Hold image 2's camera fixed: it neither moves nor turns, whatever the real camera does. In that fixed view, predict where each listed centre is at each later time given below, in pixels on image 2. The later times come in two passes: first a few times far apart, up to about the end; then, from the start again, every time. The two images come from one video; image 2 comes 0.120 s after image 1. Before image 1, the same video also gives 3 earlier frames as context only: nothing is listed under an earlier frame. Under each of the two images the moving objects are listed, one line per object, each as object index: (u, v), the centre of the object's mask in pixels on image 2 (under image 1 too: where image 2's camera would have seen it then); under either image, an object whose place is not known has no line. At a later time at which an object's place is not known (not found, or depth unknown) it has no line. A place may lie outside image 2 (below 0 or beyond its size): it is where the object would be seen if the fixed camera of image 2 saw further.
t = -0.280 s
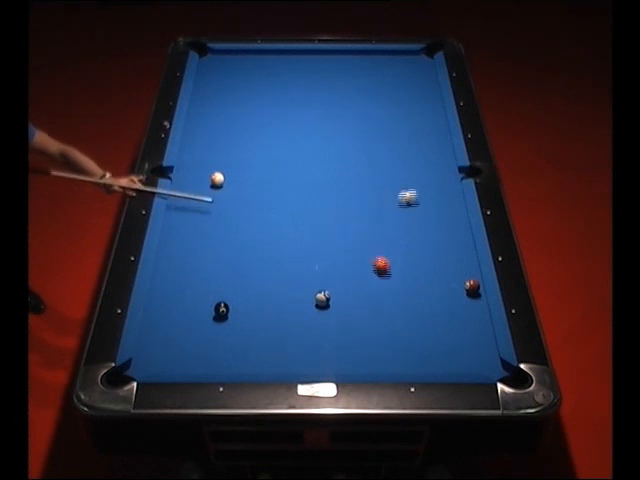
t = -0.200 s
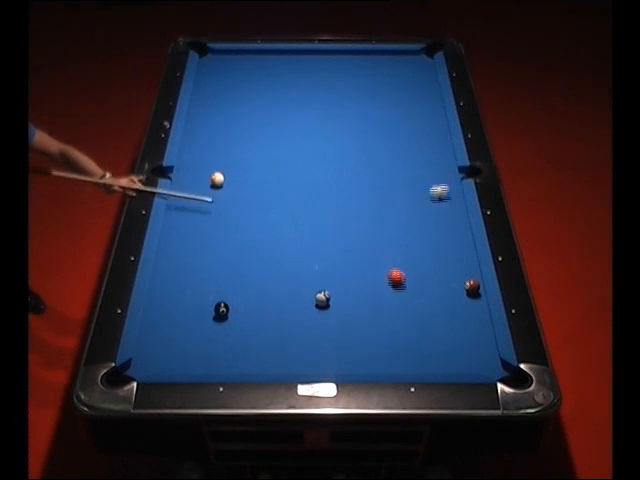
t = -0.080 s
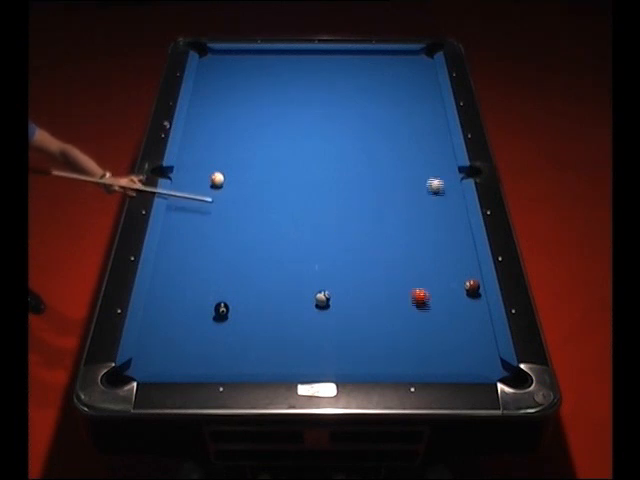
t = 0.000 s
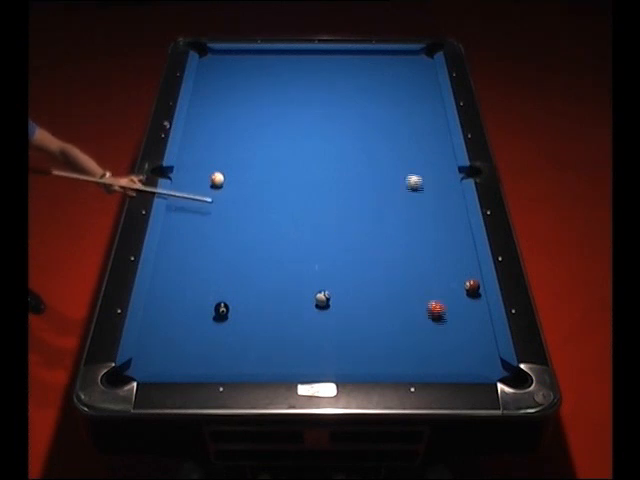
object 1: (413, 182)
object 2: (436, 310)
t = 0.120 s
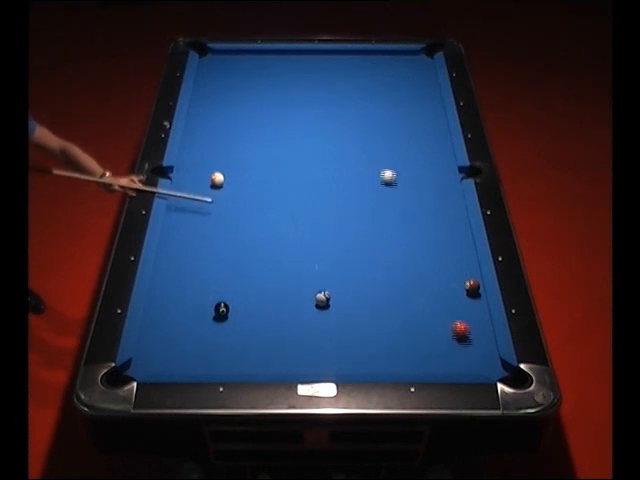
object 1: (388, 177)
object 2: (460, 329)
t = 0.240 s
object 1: (364, 172)
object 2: (486, 350)
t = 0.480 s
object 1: (317, 163)
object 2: (487, 363)
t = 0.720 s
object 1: (274, 153)
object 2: (488, 353)
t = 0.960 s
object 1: (232, 145)
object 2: (480, 345)
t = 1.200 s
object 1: (192, 137)
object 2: (474, 339)
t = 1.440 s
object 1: (206, 133)
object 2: (469, 333)
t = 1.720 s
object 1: (228, 129)
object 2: (464, 327)
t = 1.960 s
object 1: (246, 127)
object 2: (460, 324)
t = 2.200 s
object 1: (262, 124)
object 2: (458, 321)
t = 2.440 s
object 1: (278, 122)
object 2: (456, 318)
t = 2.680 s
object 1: (293, 119)
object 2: (455, 316)
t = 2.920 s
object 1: (306, 117)
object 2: (454, 316)
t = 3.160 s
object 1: (319, 116)
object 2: (455, 316)
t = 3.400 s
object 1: (330, 114)
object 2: (455, 316)
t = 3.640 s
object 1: (340, 112)
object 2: (455, 316)
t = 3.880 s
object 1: (349, 110)
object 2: (455, 316)
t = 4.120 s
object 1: (357, 109)
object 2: (455, 316)
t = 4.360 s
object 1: (365, 108)
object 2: (455, 316)
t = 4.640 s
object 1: (372, 106)
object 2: (455, 316)
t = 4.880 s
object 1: (378, 105)
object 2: (455, 316)
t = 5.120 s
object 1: (382, 105)
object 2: (455, 316)
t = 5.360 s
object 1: (386, 104)
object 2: (455, 316)
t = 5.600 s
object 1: (389, 103)
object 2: (454, 316)
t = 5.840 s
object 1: (391, 103)
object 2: (454, 316)
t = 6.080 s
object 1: (393, 102)
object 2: (454, 316)
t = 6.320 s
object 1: (393, 102)
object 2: (454, 316)
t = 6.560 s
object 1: (393, 102)
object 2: (454, 316)
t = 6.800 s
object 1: (393, 102)
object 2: (454, 316)
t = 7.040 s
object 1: (393, 102)
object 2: (454, 316)
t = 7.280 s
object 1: (393, 102)
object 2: (454, 316)
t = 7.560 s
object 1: (393, 102)
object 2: (454, 316)
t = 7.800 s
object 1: (393, 102)
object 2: (454, 316)
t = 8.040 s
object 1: (393, 102)
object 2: (454, 316)
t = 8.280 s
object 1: (393, 102)
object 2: (454, 316)
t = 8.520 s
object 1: (393, 102)
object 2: (454, 316)
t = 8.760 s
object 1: (393, 102)
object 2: (454, 316)
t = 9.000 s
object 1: (393, 102)
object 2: (454, 316)
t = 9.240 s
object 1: (393, 102)
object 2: (454, 316)
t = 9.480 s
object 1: (393, 102)
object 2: (454, 316)
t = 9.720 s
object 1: (393, 102)
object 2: (454, 316)
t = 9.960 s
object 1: (393, 102)
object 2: (454, 316)
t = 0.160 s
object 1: (379, 176)
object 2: (469, 336)
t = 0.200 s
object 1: (371, 174)
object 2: (478, 344)
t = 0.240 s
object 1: (364, 172)
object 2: (486, 350)
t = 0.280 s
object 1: (356, 170)
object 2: (490, 358)
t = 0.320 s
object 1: (348, 169)
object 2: (487, 363)
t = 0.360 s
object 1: (340, 167)
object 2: (485, 367)
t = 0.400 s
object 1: (332, 165)
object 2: (484, 366)
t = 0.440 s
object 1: (325, 164)
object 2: (486, 364)
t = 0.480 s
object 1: (317, 163)
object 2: (487, 363)
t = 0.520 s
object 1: (310, 161)
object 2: (488, 361)
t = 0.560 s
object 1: (303, 160)
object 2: (490, 360)
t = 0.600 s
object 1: (295, 158)
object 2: (491, 357)
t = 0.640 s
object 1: (288, 156)
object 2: (490, 355)
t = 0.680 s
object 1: (280, 155)
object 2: (489, 353)
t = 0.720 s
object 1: (274, 153)
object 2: (488, 353)
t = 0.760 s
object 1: (267, 152)
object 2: (487, 351)
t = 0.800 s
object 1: (260, 151)
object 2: (486, 350)
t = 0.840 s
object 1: (252, 149)
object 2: (484, 348)
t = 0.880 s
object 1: (245, 148)
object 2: (483, 347)
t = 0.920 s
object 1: (239, 146)
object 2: (482, 346)
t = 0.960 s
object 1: (232, 145)
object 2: (480, 345)
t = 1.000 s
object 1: (225, 143)
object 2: (479, 344)
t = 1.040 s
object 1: (218, 142)
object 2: (478, 342)
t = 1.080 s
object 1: (212, 141)
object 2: (478, 341)
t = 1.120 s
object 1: (205, 139)
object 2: (476, 340)
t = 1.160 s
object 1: (199, 138)
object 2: (476, 339)
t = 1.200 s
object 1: (192, 137)
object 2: (474, 339)
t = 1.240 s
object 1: (187, 135)
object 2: (473, 337)
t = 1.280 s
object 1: (191, 135)
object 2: (473, 337)
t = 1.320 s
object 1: (195, 134)
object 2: (472, 335)
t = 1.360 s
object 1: (199, 134)
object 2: (471, 335)
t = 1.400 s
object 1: (203, 133)
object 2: (470, 334)
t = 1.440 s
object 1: (206, 133)
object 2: (469, 333)
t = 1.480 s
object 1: (209, 132)
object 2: (468, 332)
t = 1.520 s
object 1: (212, 132)
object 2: (468, 331)
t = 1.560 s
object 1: (216, 131)
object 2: (467, 330)
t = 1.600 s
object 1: (219, 131)
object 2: (466, 330)
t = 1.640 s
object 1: (222, 130)
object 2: (465, 329)
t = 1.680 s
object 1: (225, 130)
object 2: (465, 328)
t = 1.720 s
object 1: (228, 129)
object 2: (464, 327)
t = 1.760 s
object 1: (231, 129)
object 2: (463, 327)
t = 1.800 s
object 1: (234, 128)
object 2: (462, 326)
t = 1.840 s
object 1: (237, 128)
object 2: (462, 325)
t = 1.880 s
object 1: (240, 128)
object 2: (461, 325)
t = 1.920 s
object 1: (243, 127)
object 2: (461, 325)
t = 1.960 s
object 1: (246, 127)
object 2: (460, 324)
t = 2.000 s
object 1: (249, 126)
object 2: (460, 323)
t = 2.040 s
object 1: (252, 126)
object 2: (459, 323)
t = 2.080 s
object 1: (254, 125)
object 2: (459, 322)
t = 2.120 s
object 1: (257, 125)
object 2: (458, 322)
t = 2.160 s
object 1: (260, 124)
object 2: (458, 321)
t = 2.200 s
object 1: (262, 124)
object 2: (458, 321)
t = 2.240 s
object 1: (265, 124)
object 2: (457, 320)
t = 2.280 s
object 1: (268, 123)
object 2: (457, 320)
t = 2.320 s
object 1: (270, 123)
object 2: (457, 319)
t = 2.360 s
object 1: (273, 122)
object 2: (456, 319)
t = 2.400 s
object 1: (276, 122)
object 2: (456, 318)
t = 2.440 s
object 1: (278, 122)
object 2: (456, 318)
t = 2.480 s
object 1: (281, 121)
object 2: (456, 317)
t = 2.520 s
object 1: (283, 121)
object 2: (455, 317)
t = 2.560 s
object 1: (286, 121)
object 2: (455, 317)
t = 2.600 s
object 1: (288, 120)
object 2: (455, 317)
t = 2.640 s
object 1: (290, 120)
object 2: (455, 316)
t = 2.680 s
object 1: (293, 119)
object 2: (455, 316)
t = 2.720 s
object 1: (295, 119)
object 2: (455, 316)
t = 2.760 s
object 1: (297, 119)
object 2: (454, 316)
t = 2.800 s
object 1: (299, 119)
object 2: (454, 316)
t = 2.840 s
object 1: (302, 118)
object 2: (454, 316)
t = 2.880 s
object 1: (304, 118)
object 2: (454, 316)
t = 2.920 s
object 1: (306, 117)
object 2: (454, 316)
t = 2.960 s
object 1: (308, 117)
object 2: (454, 316)
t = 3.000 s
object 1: (310, 117)
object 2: (454, 315)
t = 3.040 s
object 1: (312, 117)
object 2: (455, 315)
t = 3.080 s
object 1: (315, 116)
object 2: (455, 316)
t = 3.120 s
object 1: (316, 116)
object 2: (455, 316)
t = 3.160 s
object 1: (319, 116)
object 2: (455, 316)
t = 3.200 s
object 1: (321, 115)
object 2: (455, 316)
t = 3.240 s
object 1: (322, 115)
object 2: (455, 316)
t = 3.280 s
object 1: (324, 115)
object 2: (455, 316)
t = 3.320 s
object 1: (326, 114)
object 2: (455, 316)
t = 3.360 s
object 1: (328, 114)
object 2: (455, 316)
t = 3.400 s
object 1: (330, 114)
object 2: (455, 316)
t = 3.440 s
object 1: (332, 113)
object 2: (455, 316)
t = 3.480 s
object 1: (333, 113)
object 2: (455, 316)
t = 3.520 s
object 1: (335, 113)
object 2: (455, 316)
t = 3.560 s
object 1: (337, 113)
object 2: (455, 316)
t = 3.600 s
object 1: (338, 112)
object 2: (455, 316)
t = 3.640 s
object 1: (340, 112)
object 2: (455, 316)
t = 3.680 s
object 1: (342, 112)
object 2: (455, 316)
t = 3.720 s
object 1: (343, 111)
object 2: (455, 316)
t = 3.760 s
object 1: (345, 111)
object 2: (455, 316)
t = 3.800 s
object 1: (346, 111)
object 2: (455, 316)
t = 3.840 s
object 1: (348, 111)
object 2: (455, 316)
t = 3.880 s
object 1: (349, 110)
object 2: (455, 316)
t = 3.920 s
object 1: (351, 110)
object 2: (455, 316)
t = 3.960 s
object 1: (352, 110)
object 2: (455, 316)
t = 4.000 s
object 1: (353, 110)
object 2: (455, 316)
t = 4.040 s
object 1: (355, 110)
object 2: (455, 316)
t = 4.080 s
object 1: (356, 109)
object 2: (455, 316)
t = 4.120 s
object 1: (357, 109)
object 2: (455, 316)
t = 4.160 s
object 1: (359, 109)
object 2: (455, 316)
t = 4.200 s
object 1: (360, 109)
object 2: (455, 316)
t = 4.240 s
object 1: (361, 108)
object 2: (455, 316)
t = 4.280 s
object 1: (362, 108)
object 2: (455, 316)
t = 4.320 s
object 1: (364, 108)
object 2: (455, 316)
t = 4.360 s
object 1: (365, 108)
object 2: (455, 316)
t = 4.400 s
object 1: (366, 108)
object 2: (455, 316)
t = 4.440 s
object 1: (367, 107)
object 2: (455, 316)
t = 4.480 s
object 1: (368, 107)
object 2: (455, 316)
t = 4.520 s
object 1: (369, 107)
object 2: (455, 316)
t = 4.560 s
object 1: (370, 107)
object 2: (455, 316)
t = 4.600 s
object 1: (371, 106)
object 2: (455, 316)
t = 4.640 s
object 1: (372, 106)
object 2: (455, 316)
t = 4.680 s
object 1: (373, 106)
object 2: (455, 316)
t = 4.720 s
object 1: (374, 106)
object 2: (455, 316)
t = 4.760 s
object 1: (375, 105)
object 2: (455, 316)
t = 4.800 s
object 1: (376, 105)
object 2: (455, 316)
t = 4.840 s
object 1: (377, 105)
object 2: (455, 316)
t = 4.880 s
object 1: (378, 105)
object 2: (455, 316)
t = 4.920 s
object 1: (379, 105)
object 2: (455, 316)
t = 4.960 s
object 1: (380, 105)
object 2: (455, 316)
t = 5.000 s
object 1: (380, 105)
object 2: (455, 316)
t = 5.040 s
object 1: (381, 105)
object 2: (455, 316)
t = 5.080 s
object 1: (382, 105)
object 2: (455, 316)
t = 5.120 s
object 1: (382, 105)
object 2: (455, 316)
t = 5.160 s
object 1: (383, 104)
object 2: (455, 316)
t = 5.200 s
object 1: (384, 104)
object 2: (455, 316)
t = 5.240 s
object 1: (384, 104)
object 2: (455, 316)
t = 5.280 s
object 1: (385, 104)
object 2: (455, 316)
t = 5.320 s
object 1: (386, 104)
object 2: (455, 316)
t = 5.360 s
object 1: (386, 104)
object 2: (455, 316)
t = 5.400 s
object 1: (387, 104)
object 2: (455, 316)
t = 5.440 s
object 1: (387, 103)
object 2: (455, 316)
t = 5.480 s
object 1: (388, 103)
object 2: (455, 316)
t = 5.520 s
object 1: (388, 103)
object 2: (455, 316)
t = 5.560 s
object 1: (389, 103)
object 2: (454, 316)
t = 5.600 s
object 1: (389, 103)
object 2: (454, 316)
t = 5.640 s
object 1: (390, 103)
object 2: (454, 316)
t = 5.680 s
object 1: (390, 103)
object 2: (454, 316)
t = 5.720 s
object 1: (390, 103)
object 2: (454, 316)
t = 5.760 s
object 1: (391, 103)
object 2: (454, 316)
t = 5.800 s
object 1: (391, 102)
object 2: (454, 316)
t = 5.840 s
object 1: (391, 103)
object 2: (454, 316)
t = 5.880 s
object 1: (392, 102)
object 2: (454, 316)
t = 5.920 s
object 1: (392, 102)
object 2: (454, 316)
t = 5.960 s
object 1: (392, 102)
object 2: (454, 316)
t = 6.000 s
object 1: (392, 102)
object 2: (454, 316)
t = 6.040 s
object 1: (392, 102)
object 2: (454, 316)
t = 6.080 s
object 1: (393, 102)
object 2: (454, 316)
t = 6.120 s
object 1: (393, 102)
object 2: (454, 316)
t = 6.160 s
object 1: (393, 102)
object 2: (454, 316)
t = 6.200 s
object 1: (393, 102)
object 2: (454, 316)
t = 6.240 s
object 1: (393, 102)
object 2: (454, 316)
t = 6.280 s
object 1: (393, 102)
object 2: (454, 316)
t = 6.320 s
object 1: (393, 102)
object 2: (454, 316)
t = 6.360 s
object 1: (393, 102)
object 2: (454, 316)
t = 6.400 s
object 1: (393, 102)
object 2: (454, 316)
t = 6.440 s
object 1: (393, 102)
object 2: (454, 316)
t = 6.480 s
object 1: (393, 102)
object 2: (454, 316)
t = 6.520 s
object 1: (393, 102)
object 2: (454, 316)
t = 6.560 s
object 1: (393, 102)
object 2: (454, 316)
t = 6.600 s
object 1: (393, 102)
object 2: (454, 316)
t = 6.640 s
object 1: (393, 102)
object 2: (454, 316)
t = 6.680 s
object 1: (393, 102)
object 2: (454, 316)
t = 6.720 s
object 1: (393, 102)
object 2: (454, 316)
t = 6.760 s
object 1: (393, 102)
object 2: (454, 316)
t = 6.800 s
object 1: (393, 102)
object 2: (454, 316)
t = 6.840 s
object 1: (393, 102)
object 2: (454, 316)
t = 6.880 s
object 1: (393, 102)
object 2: (454, 316)
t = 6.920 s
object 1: (393, 102)
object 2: (454, 316)
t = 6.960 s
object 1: (393, 102)
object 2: (454, 316)
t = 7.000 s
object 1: (393, 102)
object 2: (454, 316)
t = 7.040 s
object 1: (393, 102)
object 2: (454, 316)
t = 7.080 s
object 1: (393, 102)
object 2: (454, 316)
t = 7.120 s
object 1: (393, 102)
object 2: (454, 316)
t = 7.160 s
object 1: (393, 102)
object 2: (454, 316)
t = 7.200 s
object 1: (393, 102)
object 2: (454, 316)
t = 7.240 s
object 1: (393, 102)
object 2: (454, 316)
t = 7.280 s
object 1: (393, 102)
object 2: (454, 316)
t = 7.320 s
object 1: (393, 102)
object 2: (454, 316)
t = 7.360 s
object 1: (393, 102)
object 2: (454, 316)
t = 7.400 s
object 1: (393, 102)
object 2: (454, 316)
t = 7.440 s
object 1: (393, 102)
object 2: (454, 316)
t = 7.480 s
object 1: (393, 102)
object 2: (454, 316)
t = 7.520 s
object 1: (393, 102)
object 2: (454, 316)
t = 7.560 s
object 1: (393, 102)
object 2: (454, 316)
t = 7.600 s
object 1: (393, 102)
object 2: (454, 316)
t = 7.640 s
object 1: (393, 102)
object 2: (454, 316)
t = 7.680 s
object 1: (393, 102)
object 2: (454, 316)
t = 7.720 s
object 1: (393, 102)
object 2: (454, 316)
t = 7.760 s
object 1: (393, 102)
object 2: (454, 316)
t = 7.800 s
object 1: (393, 102)
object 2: (454, 316)
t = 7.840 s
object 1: (393, 102)
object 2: (454, 316)
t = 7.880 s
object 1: (393, 102)
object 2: (454, 316)
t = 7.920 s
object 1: (393, 102)
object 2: (454, 316)
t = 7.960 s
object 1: (393, 102)
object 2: (454, 316)
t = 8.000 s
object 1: (393, 102)
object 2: (454, 316)
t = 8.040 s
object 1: (393, 102)
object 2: (454, 316)
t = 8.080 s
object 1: (393, 102)
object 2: (454, 316)
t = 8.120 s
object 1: (393, 102)
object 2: (454, 316)
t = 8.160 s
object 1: (393, 102)
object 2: (454, 316)
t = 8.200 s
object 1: (393, 102)
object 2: (454, 316)
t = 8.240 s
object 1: (393, 102)
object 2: (454, 316)
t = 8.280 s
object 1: (393, 102)
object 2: (454, 316)
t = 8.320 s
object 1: (393, 102)
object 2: (454, 316)
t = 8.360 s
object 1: (393, 102)
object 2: (454, 316)
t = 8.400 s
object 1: (393, 102)
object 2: (454, 316)
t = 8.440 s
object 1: (393, 102)
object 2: (454, 316)
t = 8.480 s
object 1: (393, 102)
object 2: (454, 316)
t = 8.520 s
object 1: (393, 102)
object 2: (454, 316)
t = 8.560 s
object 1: (393, 102)
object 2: (454, 316)
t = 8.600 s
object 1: (393, 102)
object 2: (454, 316)
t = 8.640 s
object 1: (393, 102)
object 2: (454, 316)
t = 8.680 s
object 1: (393, 102)
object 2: (454, 316)
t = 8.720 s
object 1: (393, 102)
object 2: (454, 316)
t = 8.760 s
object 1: (393, 102)
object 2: (454, 316)
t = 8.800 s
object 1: (393, 102)
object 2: (454, 316)
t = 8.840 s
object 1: (393, 102)
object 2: (454, 316)
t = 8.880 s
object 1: (393, 102)
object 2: (454, 316)
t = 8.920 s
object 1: (393, 102)
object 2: (454, 316)
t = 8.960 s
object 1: (393, 102)
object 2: (454, 316)
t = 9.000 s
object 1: (393, 102)
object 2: (454, 316)
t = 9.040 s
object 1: (393, 102)
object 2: (454, 316)
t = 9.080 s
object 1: (393, 102)
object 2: (454, 316)
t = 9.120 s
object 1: (393, 102)
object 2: (454, 316)
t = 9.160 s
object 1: (393, 102)
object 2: (454, 316)
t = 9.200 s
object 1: (393, 102)
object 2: (454, 316)
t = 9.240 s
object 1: (393, 102)
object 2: (454, 316)
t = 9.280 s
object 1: (393, 102)
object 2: (454, 316)
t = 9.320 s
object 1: (393, 102)
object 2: (454, 316)
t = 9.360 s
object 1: (393, 102)
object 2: (454, 316)
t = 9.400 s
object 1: (393, 102)
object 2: (454, 316)
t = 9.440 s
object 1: (393, 102)
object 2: (454, 316)
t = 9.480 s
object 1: (393, 102)
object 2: (454, 316)
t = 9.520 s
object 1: (393, 102)
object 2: (454, 316)
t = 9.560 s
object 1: (393, 102)
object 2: (454, 316)
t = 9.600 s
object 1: (393, 102)
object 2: (454, 316)
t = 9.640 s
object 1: (393, 102)
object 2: (454, 316)
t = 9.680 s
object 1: (393, 102)
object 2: (454, 316)
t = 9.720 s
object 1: (393, 102)
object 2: (454, 316)
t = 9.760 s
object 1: (393, 102)
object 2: (454, 316)
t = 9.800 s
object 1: (393, 102)
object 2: (454, 316)
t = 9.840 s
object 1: (393, 102)
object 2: (454, 316)
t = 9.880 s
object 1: (393, 102)
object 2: (454, 316)
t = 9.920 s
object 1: (393, 102)
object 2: (454, 316)
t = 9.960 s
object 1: (393, 102)
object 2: (454, 316)
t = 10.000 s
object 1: (393, 102)
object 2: (454, 316)
